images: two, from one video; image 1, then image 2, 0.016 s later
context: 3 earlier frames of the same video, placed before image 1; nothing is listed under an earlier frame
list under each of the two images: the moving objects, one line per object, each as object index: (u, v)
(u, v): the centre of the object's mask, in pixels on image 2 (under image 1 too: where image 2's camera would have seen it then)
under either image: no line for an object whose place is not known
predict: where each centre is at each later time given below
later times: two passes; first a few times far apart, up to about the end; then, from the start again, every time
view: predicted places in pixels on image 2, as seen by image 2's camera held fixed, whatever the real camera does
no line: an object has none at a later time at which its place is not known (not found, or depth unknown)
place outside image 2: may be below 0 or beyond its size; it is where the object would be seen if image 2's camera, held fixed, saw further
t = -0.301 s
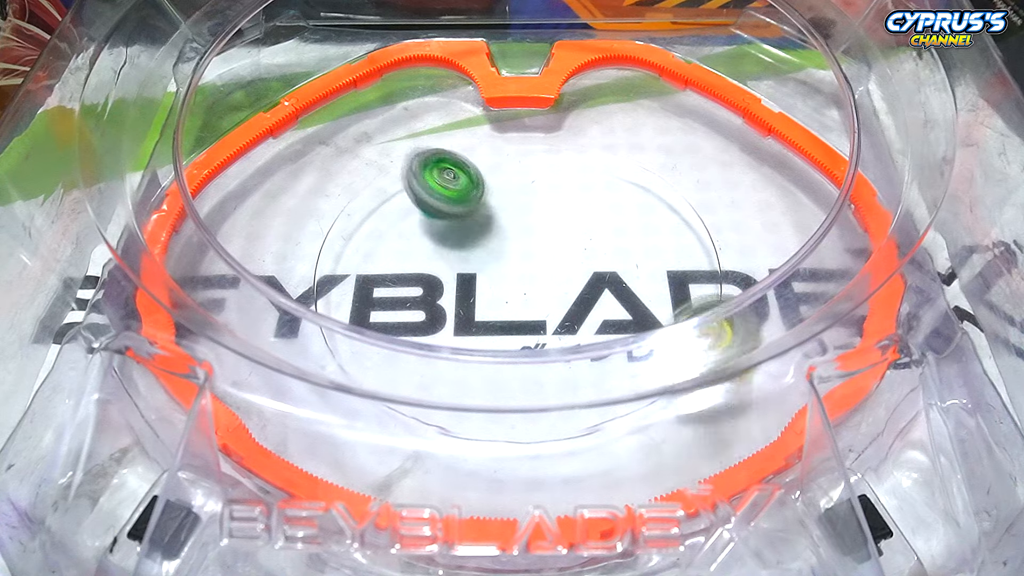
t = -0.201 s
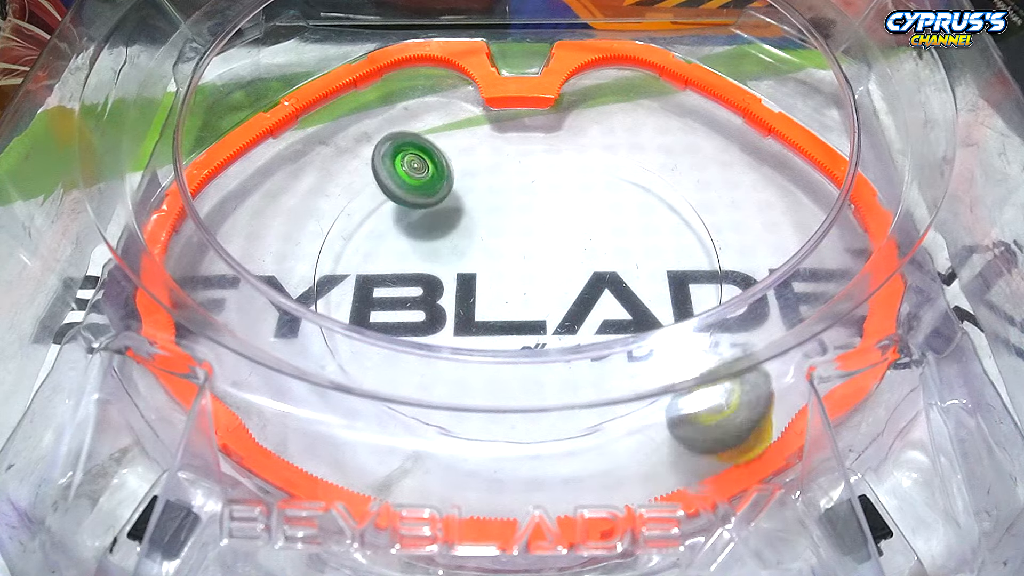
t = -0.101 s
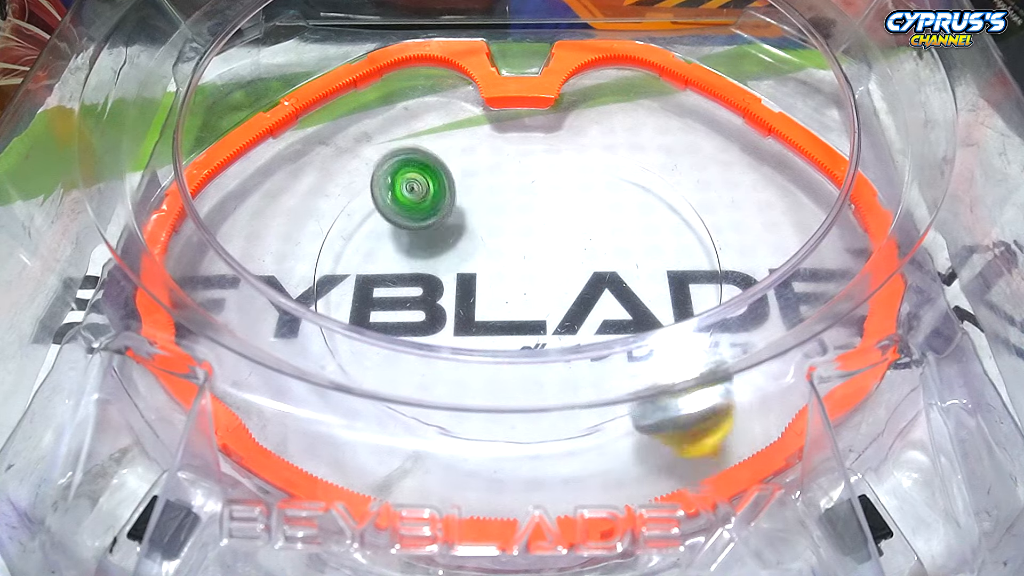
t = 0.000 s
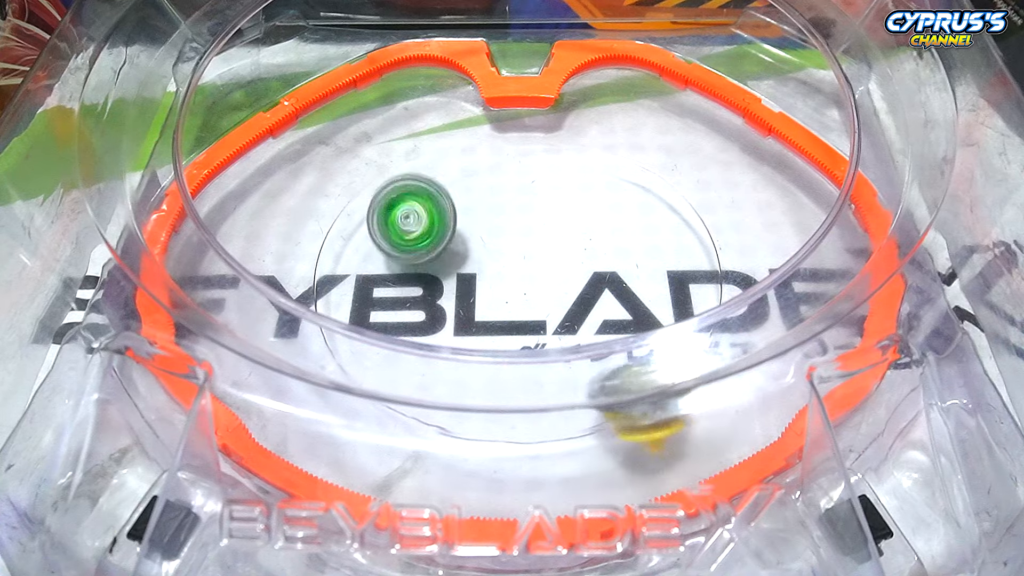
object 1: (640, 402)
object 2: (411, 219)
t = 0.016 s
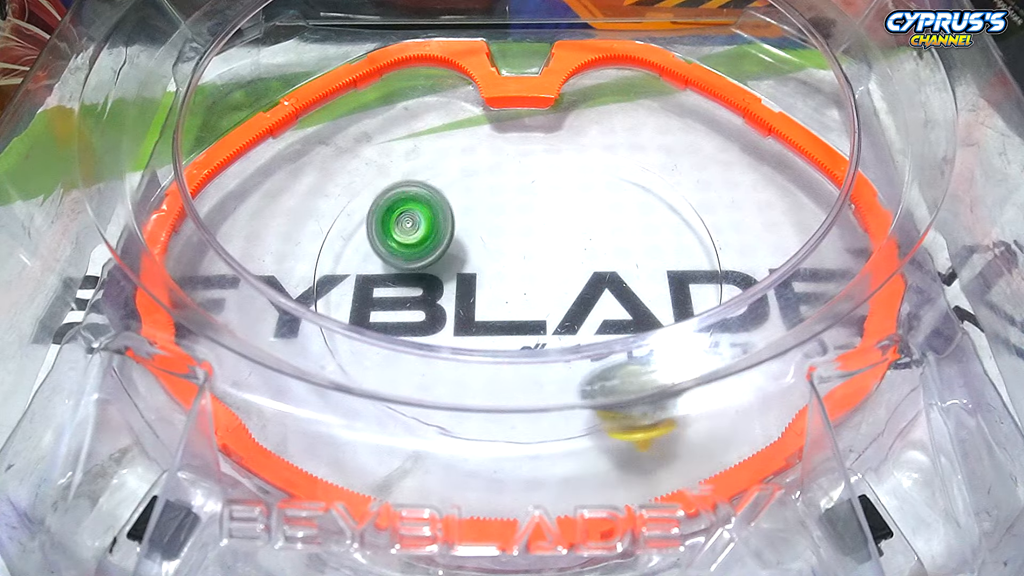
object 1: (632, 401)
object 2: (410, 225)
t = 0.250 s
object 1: (491, 367)
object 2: (447, 274)
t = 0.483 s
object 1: (461, 342)
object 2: (477, 196)
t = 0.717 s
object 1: (522, 265)
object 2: (508, 192)
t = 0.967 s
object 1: (611, 303)
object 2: (496, 169)
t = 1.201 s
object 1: (661, 300)
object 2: (490, 231)
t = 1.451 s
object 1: (624, 340)
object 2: (458, 259)
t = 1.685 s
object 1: (537, 320)
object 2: (494, 257)
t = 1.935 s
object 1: (463, 293)
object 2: (584, 228)
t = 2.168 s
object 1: (484, 235)
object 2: (572, 273)
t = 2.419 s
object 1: (553, 211)
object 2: (454, 312)
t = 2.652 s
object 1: (599, 236)
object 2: (393, 276)
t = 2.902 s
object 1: (574, 284)
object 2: (445, 204)
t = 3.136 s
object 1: (499, 285)
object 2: (553, 191)
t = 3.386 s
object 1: (463, 233)
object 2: (622, 199)
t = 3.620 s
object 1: (495, 197)
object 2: (631, 212)
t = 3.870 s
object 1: (545, 213)
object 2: (626, 209)
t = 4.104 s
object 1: (552, 264)
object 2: (625, 210)
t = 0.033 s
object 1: (623, 400)
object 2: (409, 227)
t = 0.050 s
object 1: (614, 400)
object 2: (410, 231)
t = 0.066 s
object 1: (605, 399)
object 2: (410, 234)
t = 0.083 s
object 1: (595, 399)
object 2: (413, 234)
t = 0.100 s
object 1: (584, 399)
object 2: (416, 238)
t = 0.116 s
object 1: (571, 398)
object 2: (418, 243)
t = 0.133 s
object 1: (560, 397)
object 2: (422, 246)
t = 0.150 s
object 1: (549, 395)
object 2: (425, 251)
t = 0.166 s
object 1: (538, 393)
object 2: (428, 254)
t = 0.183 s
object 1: (528, 391)
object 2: (432, 255)
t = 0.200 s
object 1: (519, 383)
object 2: (437, 262)
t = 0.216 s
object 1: (512, 383)
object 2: (441, 266)
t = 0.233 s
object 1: (500, 374)
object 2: (444, 268)
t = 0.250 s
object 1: (491, 367)
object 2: (447, 274)
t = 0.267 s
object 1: (484, 365)
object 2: (450, 276)
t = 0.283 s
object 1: (477, 348)
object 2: (453, 277)
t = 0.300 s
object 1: (470, 348)
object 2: (455, 279)
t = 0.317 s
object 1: (469, 348)
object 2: (456, 276)
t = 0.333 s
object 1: (468, 348)
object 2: (456, 265)
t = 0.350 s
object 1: (462, 364)
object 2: (456, 253)
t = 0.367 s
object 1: (461, 363)
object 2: (458, 244)
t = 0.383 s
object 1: (461, 365)
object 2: (459, 235)
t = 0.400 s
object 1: (459, 363)
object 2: (461, 228)
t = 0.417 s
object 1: (458, 363)
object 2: (464, 220)
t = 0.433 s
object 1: (458, 363)
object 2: (467, 211)
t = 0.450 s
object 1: (457, 363)
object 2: (470, 207)
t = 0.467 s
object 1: (460, 348)
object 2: (474, 202)
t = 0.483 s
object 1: (461, 342)
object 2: (477, 196)
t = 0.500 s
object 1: (464, 324)
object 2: (479, 194)
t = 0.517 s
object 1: (467, 321)
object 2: (483, 191)
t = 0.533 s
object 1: (470, 318)
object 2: (485, 187)
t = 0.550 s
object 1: (474, 314)
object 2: (486, 186)
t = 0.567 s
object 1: (478, 312)
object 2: (490, 186)
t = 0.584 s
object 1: (481, 307)
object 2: (492, 184)
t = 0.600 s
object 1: (486, 303)
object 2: (493, 185)
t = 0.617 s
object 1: (490, 298)
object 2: (498, 185)
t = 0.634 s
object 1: (494, 292)
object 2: (500, 184)
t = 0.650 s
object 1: (499, 287)
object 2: (502, 185)
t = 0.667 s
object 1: (504, 282)
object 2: (505, 188)
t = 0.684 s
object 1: (510, 275)
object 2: (506, 189)
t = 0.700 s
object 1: (516, 271)
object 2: (507, 190)
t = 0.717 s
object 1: (522, 265)
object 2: (508, 192)
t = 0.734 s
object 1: (528, 260)
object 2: (507, 192)
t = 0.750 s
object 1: (534, 257)
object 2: (506, 193)
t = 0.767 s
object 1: (539, 252)
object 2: (503, 198)
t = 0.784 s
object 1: (548, 255)
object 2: (503, 199)
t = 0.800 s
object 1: (556, 264)
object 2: (505, 194)
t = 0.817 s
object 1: (564, 277)
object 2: (505, 185)
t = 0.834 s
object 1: (571, 283)
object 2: (504, 178)
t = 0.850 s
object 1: (577, 289)
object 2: (503, 172)
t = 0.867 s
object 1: (582, 296)
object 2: (504, 169)
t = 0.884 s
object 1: (587, 299)
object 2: (502, 169)
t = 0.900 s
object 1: (592, 302)
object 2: (499, 167)
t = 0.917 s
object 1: (596, 303)
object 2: (499, 166)
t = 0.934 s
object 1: (601, 303)
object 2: (498, 169)
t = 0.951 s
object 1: (606, 303)
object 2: (496, 170)
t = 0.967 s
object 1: (611, 303)
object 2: (496, 169)
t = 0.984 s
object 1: (616, 302)
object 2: (496, 173)
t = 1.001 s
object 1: (621, 301)
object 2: (495, 177)
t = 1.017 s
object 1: (626, 300)
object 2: (496, 178)
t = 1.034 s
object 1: (631, 299)
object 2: (497, 181)
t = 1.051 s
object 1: (637, 299)
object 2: (497, 187)
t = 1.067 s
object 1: (641, 298)
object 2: (497, 192)
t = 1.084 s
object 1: (644, 298)
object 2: (498, 195)
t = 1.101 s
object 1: (647, 298)
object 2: (498, 202)
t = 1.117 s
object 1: (650, 297)
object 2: (497, 209)
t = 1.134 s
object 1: (653, 298)
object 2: (496, 212)
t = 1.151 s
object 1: (655, 298)
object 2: (495, 216)
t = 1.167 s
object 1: (657, 299)
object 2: (493, 225)
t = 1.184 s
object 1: (659, 299)
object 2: (491, 228)
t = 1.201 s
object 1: (661, 300)
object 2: (490, 231)
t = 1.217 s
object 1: (662, 301)
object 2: (486, 240)
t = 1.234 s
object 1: (663, 303)
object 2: (482, 245)
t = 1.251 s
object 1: (664, 304)
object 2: (480, 245)
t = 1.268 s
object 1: (664, 306)
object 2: (478, 248)
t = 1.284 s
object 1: (663, 307)
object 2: (474, 254)
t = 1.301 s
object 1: (662, 310)
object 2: (469, 254)
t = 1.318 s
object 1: (660, 310)
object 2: (467, 255)
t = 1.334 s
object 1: (657, 312)
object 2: (463, 260)
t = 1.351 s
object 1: (653, 314)
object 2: (461, 263)
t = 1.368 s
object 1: (648, 316)
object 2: (460, 259)
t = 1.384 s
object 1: (642, 329)
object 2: (459, 259)
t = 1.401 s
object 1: (637, 336)
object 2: (457, 262)
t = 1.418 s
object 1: (632, 337)
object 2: (457, 262)
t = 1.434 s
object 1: (626, 339)
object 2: (459, 260)
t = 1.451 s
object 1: (624, 340)
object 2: (458, 259)
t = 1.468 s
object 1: (620, 356)
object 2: (458, 261)
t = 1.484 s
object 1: (617, 357)
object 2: (462, 261)
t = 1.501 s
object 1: (609, 358)
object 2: (465, 257)
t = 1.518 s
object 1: (603, 360)
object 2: (467, 257)
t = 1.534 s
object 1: (592, 344)
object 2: (470, 259)
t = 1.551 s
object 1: (585, 344)
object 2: (476, 258)
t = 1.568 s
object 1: (579, 344)
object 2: (478, 256)
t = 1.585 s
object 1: (573, 343)
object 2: (479, 256)
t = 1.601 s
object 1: (566, 341)
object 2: (483, 259)
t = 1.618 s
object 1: (560, 337)
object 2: (486, 259)
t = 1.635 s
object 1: (554, 333)
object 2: (488, 256)
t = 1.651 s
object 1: (548, 323)
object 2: (491, 257)
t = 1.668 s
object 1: (543, 322)
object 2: (494, 259)
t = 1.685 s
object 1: (537, 320)
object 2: (494, 257)
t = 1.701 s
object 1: (531, 318)
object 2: (496, 253)
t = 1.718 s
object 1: (527, 315)
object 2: (499, 252)
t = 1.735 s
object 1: (522, 313)
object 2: (501, 251)
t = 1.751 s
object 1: (518, 309)
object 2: (503, 247)
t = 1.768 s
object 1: (511, 305)
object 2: (511, 244)
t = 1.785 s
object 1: (502, 304)
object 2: (523, 241)
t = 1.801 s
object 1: (493, 307)
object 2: (531, 240)
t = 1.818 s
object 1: (486, 310)
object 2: (539, 237)
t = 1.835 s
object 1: (479, 310)
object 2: (550, 231)
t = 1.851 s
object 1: (475, 309)
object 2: (558, 229)
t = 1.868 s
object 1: (471, 307)
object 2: (564, 226)
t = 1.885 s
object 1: (468, 304)
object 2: (570, 223)
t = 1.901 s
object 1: (466, 301)
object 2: (576, 224)
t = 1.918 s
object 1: (464, 297)
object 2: (582, 228)
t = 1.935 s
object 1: (463, 293)
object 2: (584, 228)
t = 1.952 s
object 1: (463, 289)
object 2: (587, 228)
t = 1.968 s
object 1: (462, 285)
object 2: (590, 230)
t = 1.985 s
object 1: (462, 280)
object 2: (592, 236)
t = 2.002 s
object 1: (462, 276)
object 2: (592, 239)
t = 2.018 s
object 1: (462, 272)
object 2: (592, 237)
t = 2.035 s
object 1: (464, 267)
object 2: (592, 241)
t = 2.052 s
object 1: (465, 263)
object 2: (593, 249)
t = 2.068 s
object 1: (467, 259)
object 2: (592, 255)
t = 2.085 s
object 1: (469, 255)
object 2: (590, 257)
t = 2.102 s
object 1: (471, 251)
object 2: (587, 262)
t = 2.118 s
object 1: (474, 247)
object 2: (586, 268)
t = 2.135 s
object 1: (477, 243)
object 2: (582, 274)
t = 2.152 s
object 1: (480, 239)
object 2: (576, 272)
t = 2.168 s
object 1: (484, 235)
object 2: (572, 273)
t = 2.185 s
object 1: (488, 232)
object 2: (568, 281)
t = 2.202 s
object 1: (492, 228)
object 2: (559, 291)
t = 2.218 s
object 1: (497, 226)
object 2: (552, 297)
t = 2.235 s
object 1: (501, 223)
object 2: (544, 298)
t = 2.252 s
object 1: (506, 221)
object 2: (536, 302)
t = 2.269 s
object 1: (510, 219)
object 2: (528, 308)
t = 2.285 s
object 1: (515, 217)
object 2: (520, 310)
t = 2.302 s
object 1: (519, 215)
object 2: (509, 308)
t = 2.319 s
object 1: (524, 213)
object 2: (504, 307)
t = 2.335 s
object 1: (528, 212)
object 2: (496, 310)
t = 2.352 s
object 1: (533, 211)
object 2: (486, 315)
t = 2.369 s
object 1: (538, 211)
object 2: (477, 315)
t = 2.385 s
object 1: (543, 211)
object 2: (468, 312)
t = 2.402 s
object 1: (549, 211)
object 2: (462, 311)
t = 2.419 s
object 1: (553, 211)
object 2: (454, 312)
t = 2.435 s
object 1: (558, 210)
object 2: (448, 313)
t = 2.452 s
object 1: (562, 211)
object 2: (437, 309)
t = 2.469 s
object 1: (566, 212)
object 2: (433, 305)
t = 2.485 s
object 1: (570, 213)
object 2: (425, 302)
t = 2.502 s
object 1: (574, 214)
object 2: (418, 305)
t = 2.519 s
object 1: (577, 216)
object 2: (413, 302)
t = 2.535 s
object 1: (581, 217)
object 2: (408, 300)
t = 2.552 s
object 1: (584, 220)
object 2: (402, 297)
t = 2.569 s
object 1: (587, 222)
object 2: (400, 295)
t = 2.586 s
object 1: (590, 225)
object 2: (396, 291)
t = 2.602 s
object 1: (593, 227)
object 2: (396, 282)
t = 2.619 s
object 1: (595, 230)
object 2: (395, 280)
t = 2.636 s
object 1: (597, 233)
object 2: (393, 278)
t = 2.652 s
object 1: (599, 236)
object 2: (393, 276)
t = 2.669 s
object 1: (599, 239)
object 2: (391, 270)
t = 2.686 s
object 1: (600, 242)
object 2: (392, 263)
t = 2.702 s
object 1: (601, 246)
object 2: (393, 260)
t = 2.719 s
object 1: (600, 249)
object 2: (396, 254)
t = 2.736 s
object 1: (600, 253)
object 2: (400, 245)
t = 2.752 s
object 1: (599, 256)
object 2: (401, 240)
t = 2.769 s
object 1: (598, 260)
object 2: (403, 239)
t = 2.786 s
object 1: (596, 263)
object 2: (406, 233)
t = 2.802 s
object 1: (594, 266)
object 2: (411, 228)
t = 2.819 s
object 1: (592, 269)
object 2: (415, 226)
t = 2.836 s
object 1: (589, 272)
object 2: (420, 221)
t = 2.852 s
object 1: (586, 276)
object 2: (425, 214)
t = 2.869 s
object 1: (582, 278)
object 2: (433, 211)
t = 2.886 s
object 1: (578, 281)
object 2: (437, 207)
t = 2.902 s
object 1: (574, 284)
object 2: (445, 204)
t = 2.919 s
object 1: (569, 286)
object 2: (452, 202)
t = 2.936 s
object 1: (564, 288)
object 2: (460, 198)
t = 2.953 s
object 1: (560, 289)
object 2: (468, 194)
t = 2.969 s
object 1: (555, 291)
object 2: (475, 191)
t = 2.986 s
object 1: (549, 292)
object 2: (482, 189)
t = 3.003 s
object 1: (543, 292)
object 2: (490, 190)
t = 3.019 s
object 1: (538, 292)
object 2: (498, 189)
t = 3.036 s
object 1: (532, 293)
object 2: (506, 190)
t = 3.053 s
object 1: (526, 292)
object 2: (514, 190)
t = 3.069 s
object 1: (520, 291)
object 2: (522, 189)
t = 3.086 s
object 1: (515, 290)
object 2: (530, 188)
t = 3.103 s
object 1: (510, 289)
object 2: (538, 190)
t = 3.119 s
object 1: (504, 287)
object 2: (546, 190)
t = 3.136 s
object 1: (499, 285)
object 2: (553, 191)
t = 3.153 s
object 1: (494, 283)
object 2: (561, 191)
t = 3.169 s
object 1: (490, 280)
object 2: (568, 191)
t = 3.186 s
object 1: (485, 277)
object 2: (575, 192)
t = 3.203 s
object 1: (482, 274)
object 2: (581, 191)
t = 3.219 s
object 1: (478, 271)
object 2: (587, 191)
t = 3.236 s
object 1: (474, 268)
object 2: (591, 191)
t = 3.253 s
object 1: (472, 264)
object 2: (596, 192)
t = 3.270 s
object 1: (470, 260)
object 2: (600, 192)
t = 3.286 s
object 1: (468, 256)
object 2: (604, 192)
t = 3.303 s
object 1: (466, 253)
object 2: (607, 192)
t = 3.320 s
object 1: (465, 249)
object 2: (612, 193)
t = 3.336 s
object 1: (463, 245)
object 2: (615, 194)
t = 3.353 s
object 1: (463, 241)
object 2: (618, 195)
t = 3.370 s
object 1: (462, 237)
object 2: (620, 197)
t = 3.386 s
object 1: (463, 233)
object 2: (622, 199)
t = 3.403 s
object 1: (463, 230)
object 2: (624, 200)
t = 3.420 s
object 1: (464, 226)
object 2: (626, 202)
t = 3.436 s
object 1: (466, 223)
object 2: (627, 203)
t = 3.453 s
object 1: (467, 219)
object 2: (628, 204)
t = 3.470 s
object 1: (469, 216)
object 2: (629, 206)
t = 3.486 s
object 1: (471, 213)
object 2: (630, 206)
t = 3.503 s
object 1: (474, 210)
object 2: (630, 207)
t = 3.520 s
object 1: (476, 207)
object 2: (631, 208)
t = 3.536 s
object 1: (479, 205)
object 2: (631, 209)
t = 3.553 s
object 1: (481, 203)
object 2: (632, 210)
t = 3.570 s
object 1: (484, 201)
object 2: (632, 211)
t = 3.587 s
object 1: (488, 200)
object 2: (632, 212)
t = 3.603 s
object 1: (491, 198)
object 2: (632, 212)
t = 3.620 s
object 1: (495, 197)
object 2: (631, 212)
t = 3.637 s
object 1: (498, 196)
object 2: (631, 212)
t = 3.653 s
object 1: (502, 196)
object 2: (631, 212)
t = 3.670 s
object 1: (505, 195)
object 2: (630, 212)
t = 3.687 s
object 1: (509, 195)
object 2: (630, 212)
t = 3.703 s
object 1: (512, 196)
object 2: (630, 212)
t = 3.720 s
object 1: (516, 196)
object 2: (629, 212)
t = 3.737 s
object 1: (520, 197)
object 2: (629, 212)
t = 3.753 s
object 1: (524, 198)
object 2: (629, 211)
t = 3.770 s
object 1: (527, 199)
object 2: (628, 211)
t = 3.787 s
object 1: (530, 201)
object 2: (628, 211)
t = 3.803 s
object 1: (533, 203)
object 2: (628, 210)
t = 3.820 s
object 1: (536, 205)
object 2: (627, 210)
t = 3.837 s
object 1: (539, 207)
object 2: (627, 209)
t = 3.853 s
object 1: (543, 210)
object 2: (627, 209)
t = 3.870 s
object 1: (545, 213)
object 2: (626, 209)
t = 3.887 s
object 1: (548, 216)
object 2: (626, 209)
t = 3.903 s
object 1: (550, 219)
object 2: (625, 208)
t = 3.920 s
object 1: (551, 222)
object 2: (625, 208)
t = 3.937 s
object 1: (553, 226)
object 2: (625, 207)
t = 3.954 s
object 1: (554, 230)
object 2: (625, 207)
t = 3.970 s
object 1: (556, 234)
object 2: (625, 207)
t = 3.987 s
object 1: (556, 237)
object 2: (625, 207)
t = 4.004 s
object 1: (557, 241)
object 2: (625, 207)
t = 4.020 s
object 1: (557, 245)
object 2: (625, 207)
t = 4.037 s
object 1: (557, 249)
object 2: (625, 208)
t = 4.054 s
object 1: (556, 253)
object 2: (625, 208)
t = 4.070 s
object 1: (555, 257)
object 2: (625, 209)
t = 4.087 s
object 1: (553, 261)
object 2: (625, 209)
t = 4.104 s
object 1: (552, 264)
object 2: (625, 210)
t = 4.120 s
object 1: (550, 268)
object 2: (625, 210)
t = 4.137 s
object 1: (547, 272)
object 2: (625, 211)
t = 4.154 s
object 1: (545, 275)
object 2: (626, 210)
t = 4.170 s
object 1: (541, 278)
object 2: (626, 212)
